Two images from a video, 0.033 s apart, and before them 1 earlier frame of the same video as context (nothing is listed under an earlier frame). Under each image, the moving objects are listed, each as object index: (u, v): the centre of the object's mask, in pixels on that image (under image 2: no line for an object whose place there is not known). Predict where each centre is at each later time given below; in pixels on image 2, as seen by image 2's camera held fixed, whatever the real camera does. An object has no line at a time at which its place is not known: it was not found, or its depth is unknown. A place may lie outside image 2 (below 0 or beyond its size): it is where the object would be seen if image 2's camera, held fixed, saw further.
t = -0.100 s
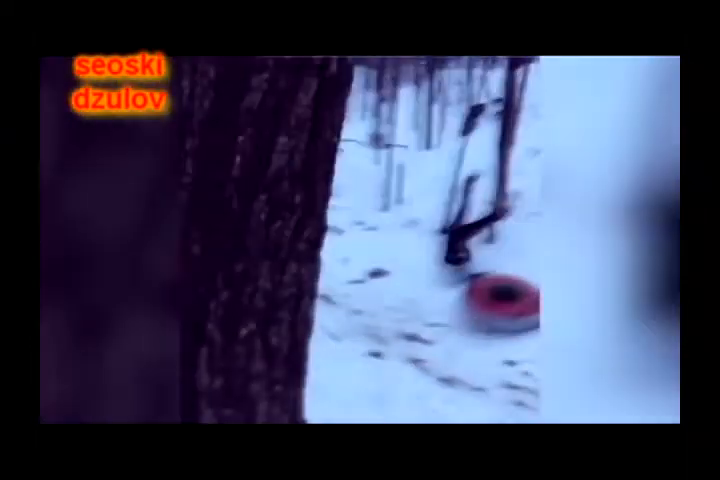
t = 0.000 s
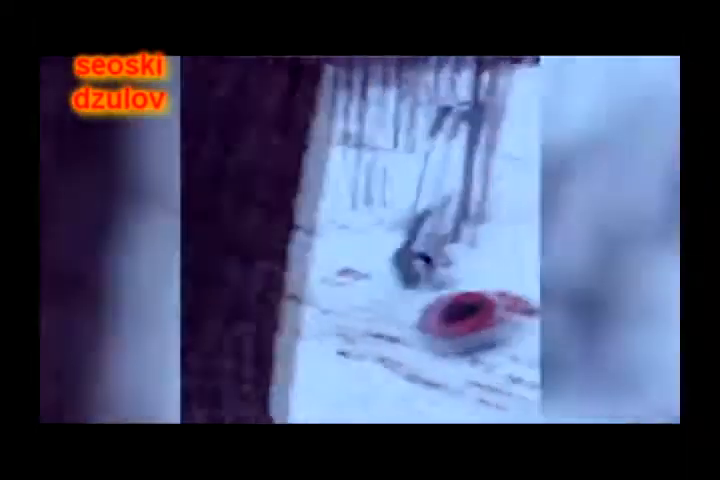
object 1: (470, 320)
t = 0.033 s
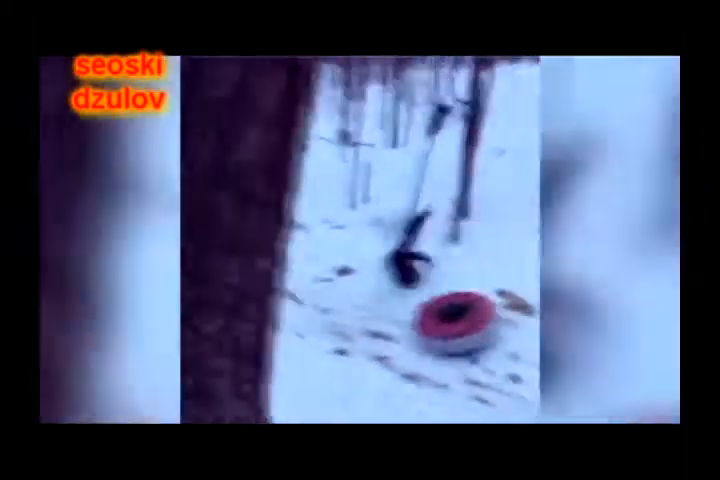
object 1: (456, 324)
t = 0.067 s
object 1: (452, 325)
